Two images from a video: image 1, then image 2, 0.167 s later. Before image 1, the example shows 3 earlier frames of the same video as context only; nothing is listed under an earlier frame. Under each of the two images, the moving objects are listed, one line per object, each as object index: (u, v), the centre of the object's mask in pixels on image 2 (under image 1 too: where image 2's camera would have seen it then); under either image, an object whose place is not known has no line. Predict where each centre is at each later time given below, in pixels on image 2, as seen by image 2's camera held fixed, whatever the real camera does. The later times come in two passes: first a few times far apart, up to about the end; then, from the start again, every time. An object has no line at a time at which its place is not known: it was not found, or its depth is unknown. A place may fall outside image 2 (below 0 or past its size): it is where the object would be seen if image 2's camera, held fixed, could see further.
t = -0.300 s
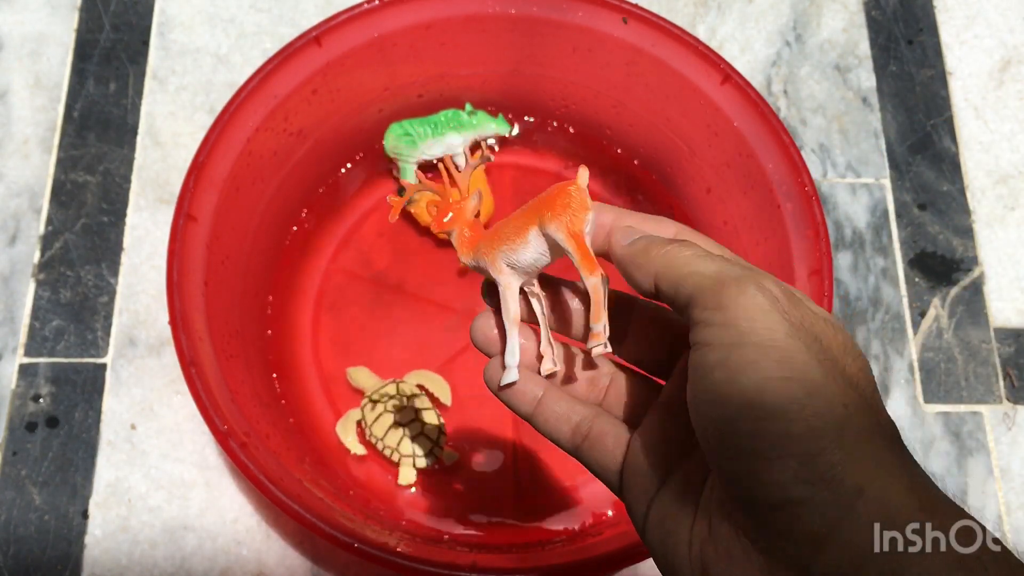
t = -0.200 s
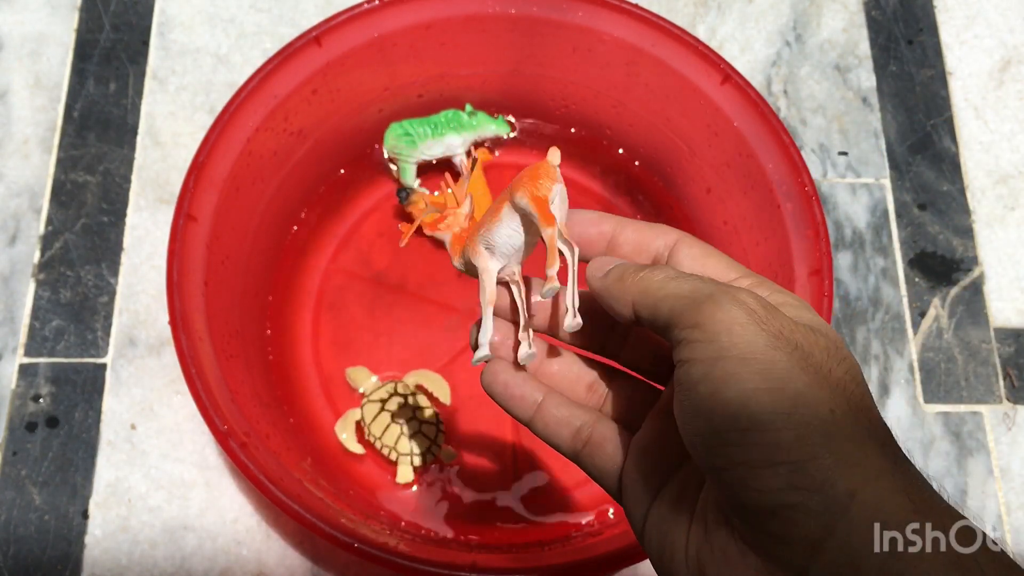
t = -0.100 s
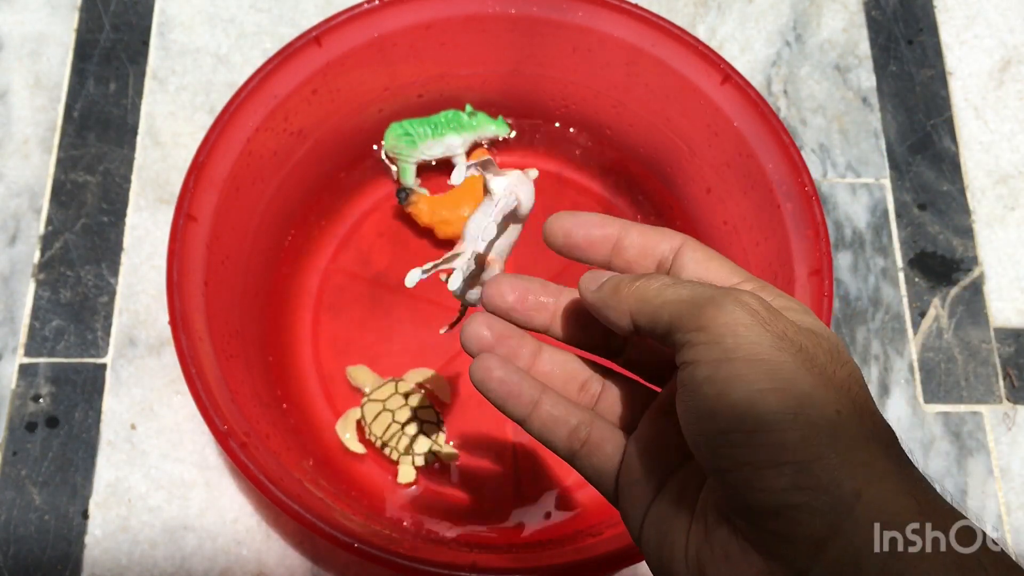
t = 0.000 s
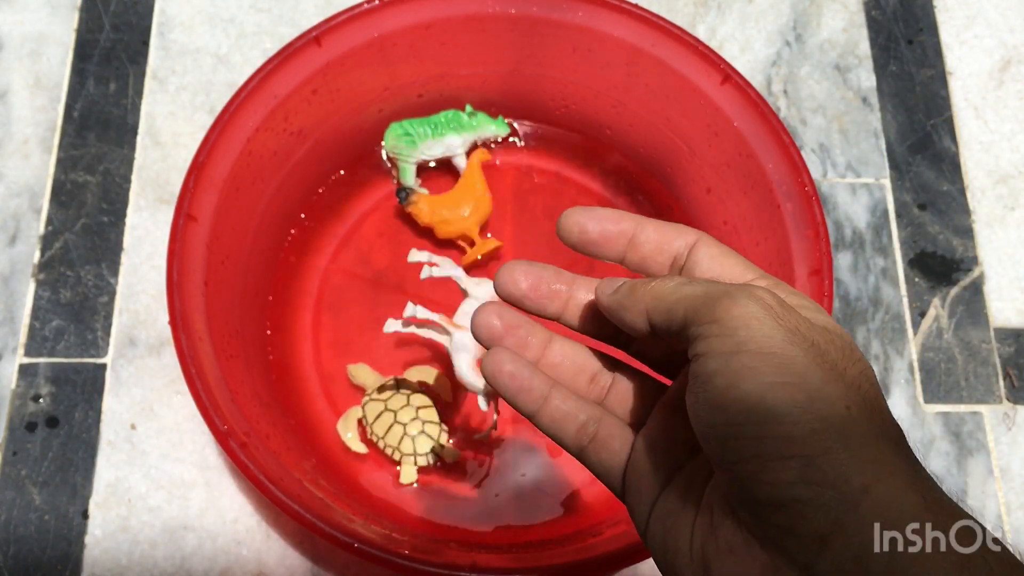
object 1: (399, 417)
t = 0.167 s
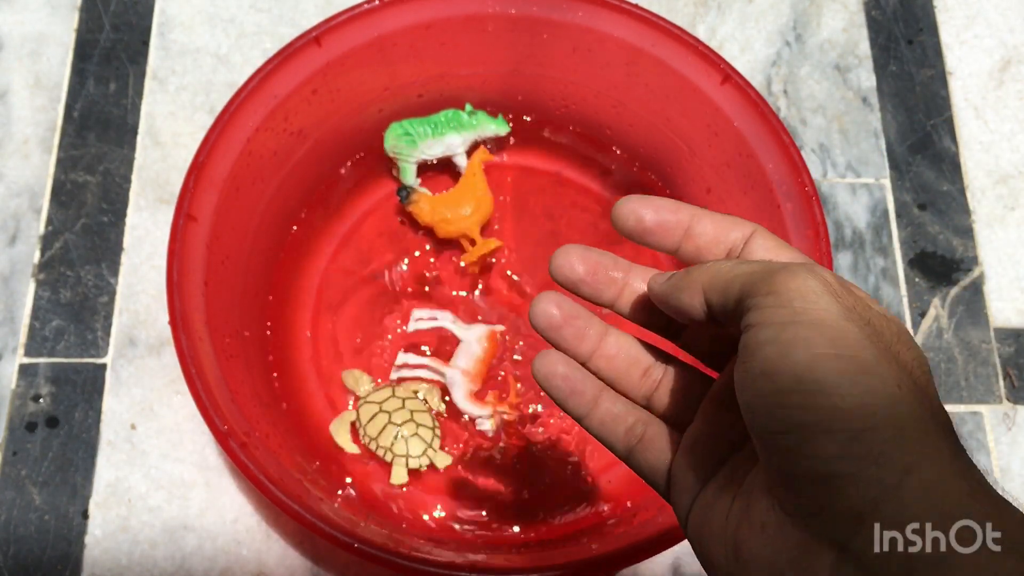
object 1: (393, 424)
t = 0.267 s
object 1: (396, 424)
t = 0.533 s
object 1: (399, 427)
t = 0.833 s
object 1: (393, 432)
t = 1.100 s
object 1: (390, 435)
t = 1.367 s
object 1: (395, 435)
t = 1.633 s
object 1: (391, 442)
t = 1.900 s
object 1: (392, 442)
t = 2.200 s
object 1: (391, 445)
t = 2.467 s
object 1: (394, 446)
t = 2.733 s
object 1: (391, 448)
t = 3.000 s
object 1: (390, 450)
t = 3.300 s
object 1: (393, 449)
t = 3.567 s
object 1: (392, 453)
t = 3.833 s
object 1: (393, 450)
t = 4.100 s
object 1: (394, 451)
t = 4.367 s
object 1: (399, 449)
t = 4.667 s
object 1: (400, 446)
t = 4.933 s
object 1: (401, 446)
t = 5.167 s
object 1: (406, 443)
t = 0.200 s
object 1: (393, 424)
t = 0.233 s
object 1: (394, 424)
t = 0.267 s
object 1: (396, 424)
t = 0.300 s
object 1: (398, 422)
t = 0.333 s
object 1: (398, 420)
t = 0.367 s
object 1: (399, 420)
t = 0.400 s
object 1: (400, 421)
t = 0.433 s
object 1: (400, 423)
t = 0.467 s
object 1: (400, 424)
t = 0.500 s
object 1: (400, 425)
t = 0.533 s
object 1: (399, 427)
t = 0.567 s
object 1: (397, 428)
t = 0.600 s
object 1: (396, 429)
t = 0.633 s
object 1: (395, 430)
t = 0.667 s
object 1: (394, 431)
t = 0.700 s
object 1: (394, 432)
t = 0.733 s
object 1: (393, 433)
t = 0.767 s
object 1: (393, 433)
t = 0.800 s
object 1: (393, 432)
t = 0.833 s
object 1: (393, 432)
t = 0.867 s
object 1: (393, 431)
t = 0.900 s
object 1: (393, 431)
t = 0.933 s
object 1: (393, 431)
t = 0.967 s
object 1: (393, 431)
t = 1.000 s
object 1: (393, 432)
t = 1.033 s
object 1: (392, 433)
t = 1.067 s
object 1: (391, 433)
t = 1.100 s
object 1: (390, 435)
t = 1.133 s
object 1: (390, 436)
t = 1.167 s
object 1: (390, 436)
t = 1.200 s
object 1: (390, 437)
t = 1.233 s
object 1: (391, 437)
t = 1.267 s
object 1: (392, 437)
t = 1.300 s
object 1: (393, 436)
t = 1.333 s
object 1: (394, 435)
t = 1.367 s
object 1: (395, 435)
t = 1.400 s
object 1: (395, 435)
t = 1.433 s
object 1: (395, 436)
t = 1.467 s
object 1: (395, 437)
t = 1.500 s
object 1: (394, 438)
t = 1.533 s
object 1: (393, 439)
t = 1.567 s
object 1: (393, 440)
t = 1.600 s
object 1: (392, 441)
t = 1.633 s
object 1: (391, 442)
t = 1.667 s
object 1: (391, 443)
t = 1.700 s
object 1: (391, 443)
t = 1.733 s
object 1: (391, 443)
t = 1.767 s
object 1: (392, 443)
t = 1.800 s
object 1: (392, 442)
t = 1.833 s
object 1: (393, 442)
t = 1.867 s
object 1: (392, 442)
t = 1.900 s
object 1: (392, 442)
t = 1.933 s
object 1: (391, 442)
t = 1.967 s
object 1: (390, 444)
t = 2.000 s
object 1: (389, 444)
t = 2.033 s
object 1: (389, 444)
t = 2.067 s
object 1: (389, 444)
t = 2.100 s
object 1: (389, 445)
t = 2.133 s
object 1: (390, 445)
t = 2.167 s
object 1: (391, 445)
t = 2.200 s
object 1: (391, 445)
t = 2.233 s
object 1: (392, 445)
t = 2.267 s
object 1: (392, 445)
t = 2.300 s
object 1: (393, 445)
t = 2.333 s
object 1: (393, 445)
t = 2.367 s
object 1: (394, 445)
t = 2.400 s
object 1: (394, 445)
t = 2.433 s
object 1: (394, 445)
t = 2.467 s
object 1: (394, 446)
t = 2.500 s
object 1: (394, 446)
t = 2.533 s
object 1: (393, 448)
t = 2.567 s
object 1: (392, 449)
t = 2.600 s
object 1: (392, 449)
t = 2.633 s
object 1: (391, 449)
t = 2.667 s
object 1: (390, 449)
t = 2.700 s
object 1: (391, 448)
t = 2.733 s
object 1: (391, 448)
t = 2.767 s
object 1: (392, 447)
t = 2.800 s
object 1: (392, 447)
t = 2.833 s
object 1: (393, 447)
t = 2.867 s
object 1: (392, 447)
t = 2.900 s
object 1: (391, 448)
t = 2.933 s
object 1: (391, 448)
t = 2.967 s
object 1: (390, 449)
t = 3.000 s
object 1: (390, 450)
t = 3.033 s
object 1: (390, 450)
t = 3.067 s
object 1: (390, 450)
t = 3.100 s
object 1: (390, 450)
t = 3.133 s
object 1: (391, 450)
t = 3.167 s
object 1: (391, 450)
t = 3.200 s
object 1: (392, 450)
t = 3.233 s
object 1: (393, 450)
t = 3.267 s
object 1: (393, 449)
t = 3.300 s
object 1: (393, 449)
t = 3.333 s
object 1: (393, 450)
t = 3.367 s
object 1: (394, 450)
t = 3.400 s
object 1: (393, 451)
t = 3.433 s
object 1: (393, 452)
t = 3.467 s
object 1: (393, 453)
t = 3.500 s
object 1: (393, 453)
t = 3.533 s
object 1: (392, 453)
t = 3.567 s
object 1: (392, 453)
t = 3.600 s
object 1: (392, 453)
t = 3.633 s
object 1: (392, 452)
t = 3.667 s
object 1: (392, 452)
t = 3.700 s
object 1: (392, 451)
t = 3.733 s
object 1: (392, 450)
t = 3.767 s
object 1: (393, 450)
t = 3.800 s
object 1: (393, 450)
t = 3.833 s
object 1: (393, 450)
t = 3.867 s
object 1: (393, 451)
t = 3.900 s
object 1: (392, 451)
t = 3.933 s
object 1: (392, 451)
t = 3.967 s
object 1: (392, 451)
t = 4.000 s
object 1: (392, 452)
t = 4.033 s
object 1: (393, 452)
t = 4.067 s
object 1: (394, 452)
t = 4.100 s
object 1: (394, 451)
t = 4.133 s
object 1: (395, 450)
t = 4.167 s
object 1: (396, 450)
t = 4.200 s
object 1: (397, 449)
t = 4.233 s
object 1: (397, 449)
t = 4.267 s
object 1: (398, 448)
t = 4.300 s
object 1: (399, 448)
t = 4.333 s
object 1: (399, 449)
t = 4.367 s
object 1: (399, 449)
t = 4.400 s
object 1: (399, 449)
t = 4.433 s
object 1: (399, 449)
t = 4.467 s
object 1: (398, 449)
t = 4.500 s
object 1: (398, 449)
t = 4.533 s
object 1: (399, 449)
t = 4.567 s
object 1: (399, 448)
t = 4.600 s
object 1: (399, 448)
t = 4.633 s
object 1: (400, 447)
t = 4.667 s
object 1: (400, 446)
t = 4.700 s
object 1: (400, 445)
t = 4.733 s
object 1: (401, 445)
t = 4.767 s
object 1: (401, 445)
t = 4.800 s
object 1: (401, 445)
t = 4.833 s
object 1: (401, 445)
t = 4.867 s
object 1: (401, 445)
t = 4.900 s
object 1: (400, 445)
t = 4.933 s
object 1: (401, 446)
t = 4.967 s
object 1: (401, 445)
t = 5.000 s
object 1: (401, 445)
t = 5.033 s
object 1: (402, 445)
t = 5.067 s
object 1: (403, 445)
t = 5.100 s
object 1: (404, 444)
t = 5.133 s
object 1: (405, 443)
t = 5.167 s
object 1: (406, 443)
